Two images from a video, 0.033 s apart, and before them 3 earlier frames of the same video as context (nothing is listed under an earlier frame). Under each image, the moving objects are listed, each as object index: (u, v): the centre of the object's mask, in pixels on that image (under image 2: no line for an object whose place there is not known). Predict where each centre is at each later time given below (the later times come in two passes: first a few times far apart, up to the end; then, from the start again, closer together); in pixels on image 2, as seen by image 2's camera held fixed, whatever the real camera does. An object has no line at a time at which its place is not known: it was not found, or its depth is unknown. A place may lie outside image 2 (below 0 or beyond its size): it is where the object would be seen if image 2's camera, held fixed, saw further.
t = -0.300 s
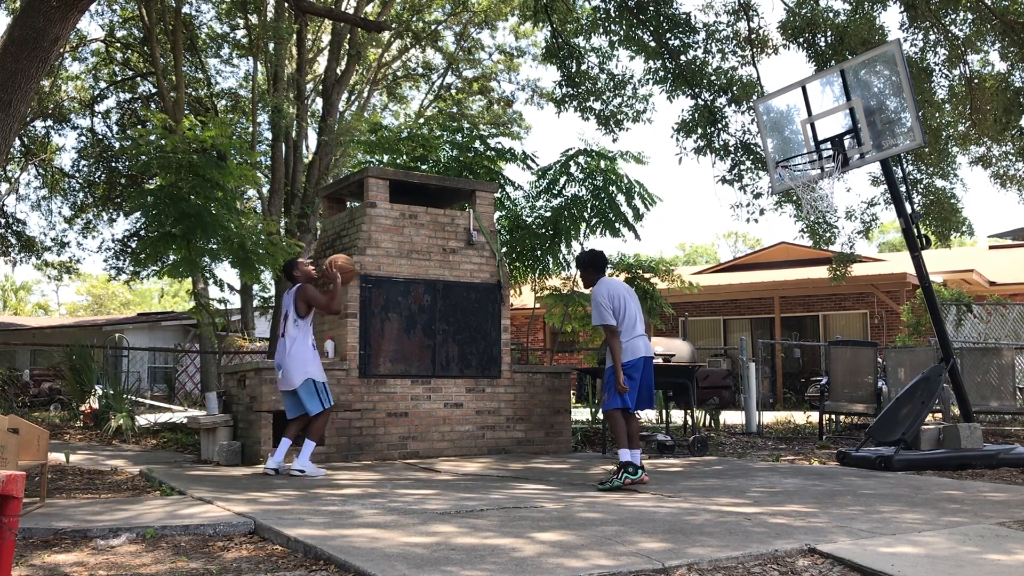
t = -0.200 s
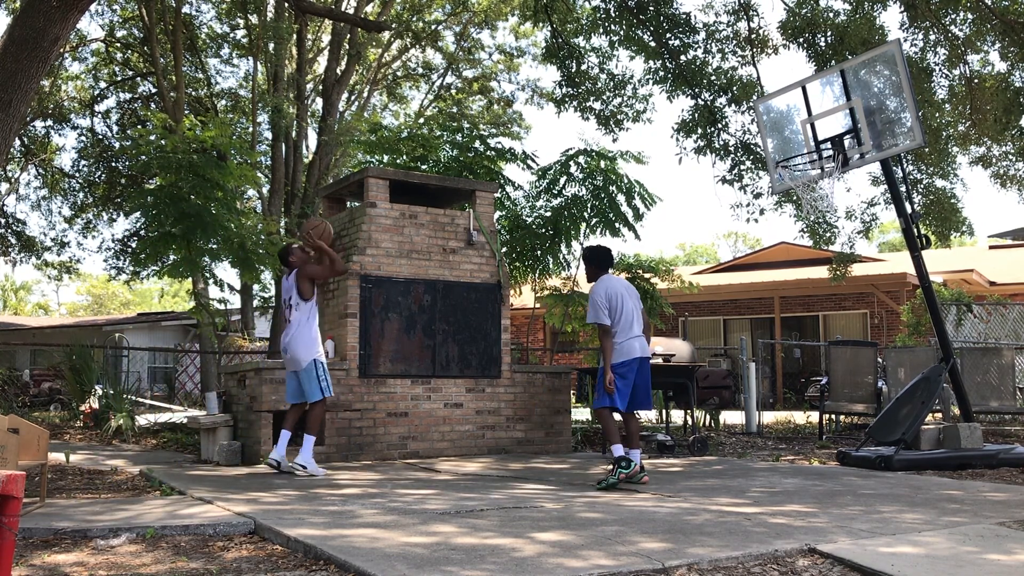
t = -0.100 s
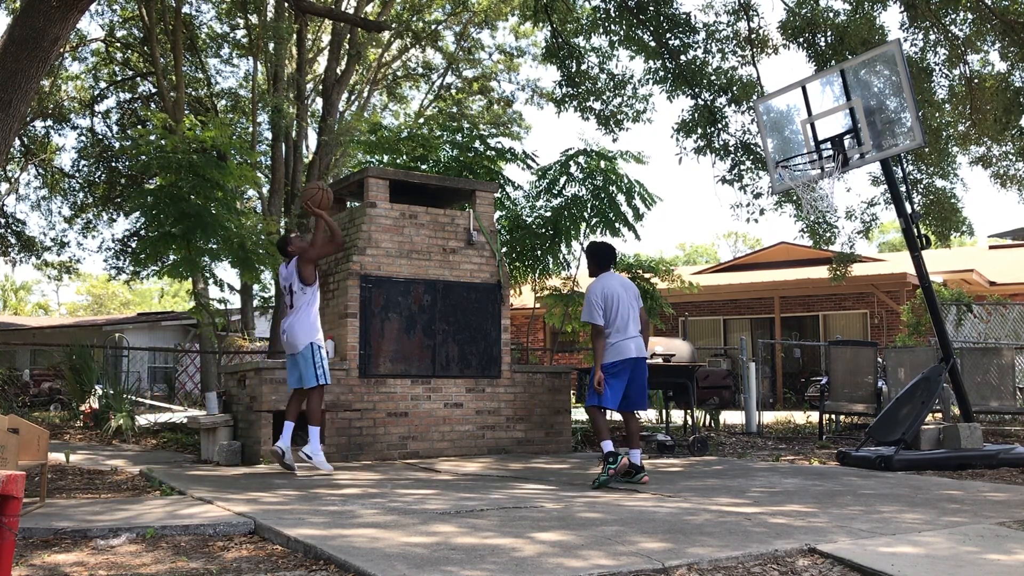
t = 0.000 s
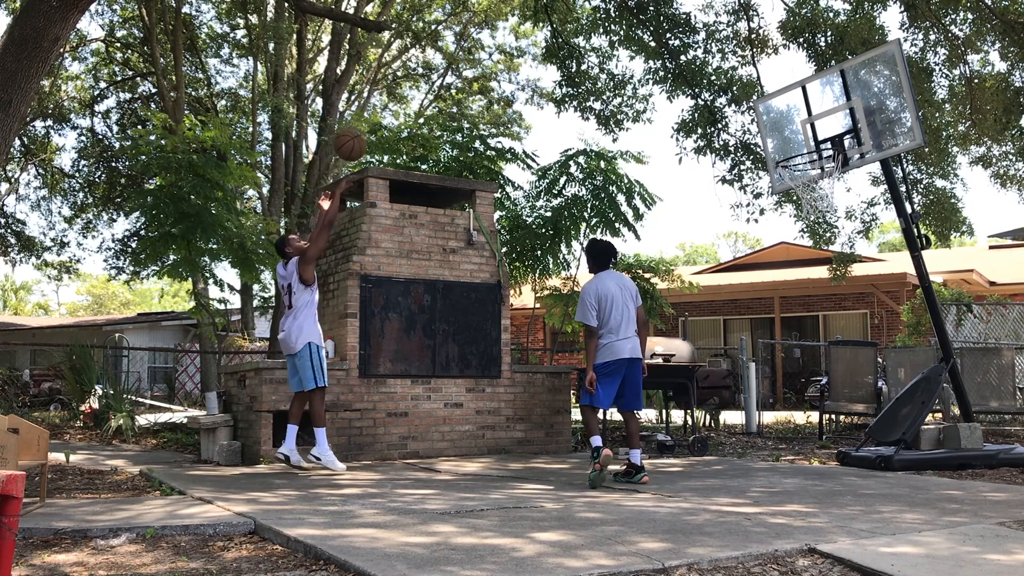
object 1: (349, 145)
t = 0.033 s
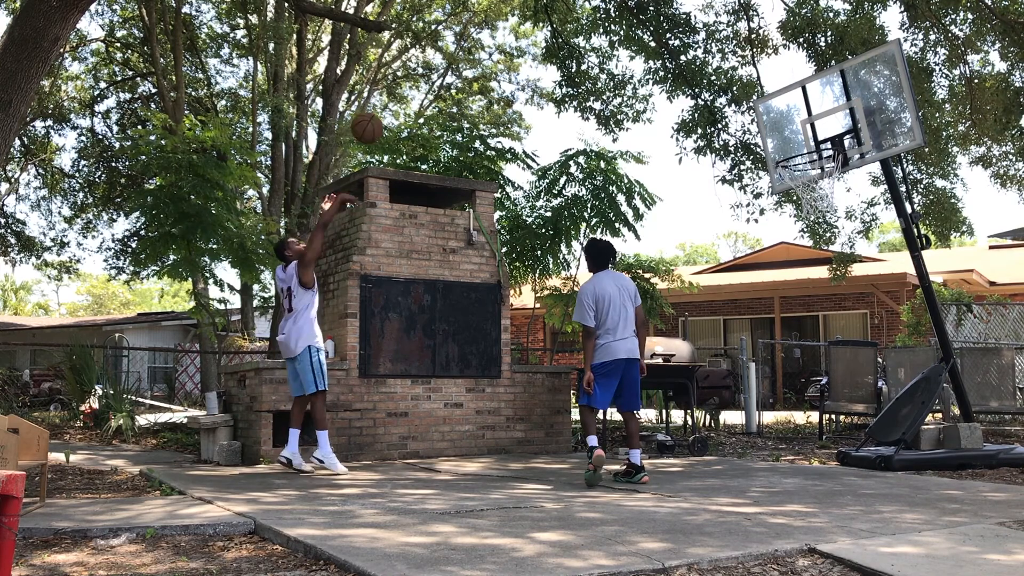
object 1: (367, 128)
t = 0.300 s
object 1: (503, 42)
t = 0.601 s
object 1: (655, 50)
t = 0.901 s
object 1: (807, 169)
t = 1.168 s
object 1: (885, 288)
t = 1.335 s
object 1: (930, 399)
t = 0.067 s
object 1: (384, 113)
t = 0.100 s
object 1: (401, 98)
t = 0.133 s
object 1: (418, 85)
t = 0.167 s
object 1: (436, 73)
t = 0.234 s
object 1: (469, 55)
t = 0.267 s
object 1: (486, 48)
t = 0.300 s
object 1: (503, 42)
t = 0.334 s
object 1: (520, 37)
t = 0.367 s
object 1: (537, 33)
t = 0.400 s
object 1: (554, 32)
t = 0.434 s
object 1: (570, 32)
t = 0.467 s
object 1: (588, 32)
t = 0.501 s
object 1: (604, 34)
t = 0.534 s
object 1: (620, 37)
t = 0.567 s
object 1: (637, 43)
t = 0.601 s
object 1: (655, 50)
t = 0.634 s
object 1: (671, 57)
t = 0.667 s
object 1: (687, 66)
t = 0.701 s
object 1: (704, 78)
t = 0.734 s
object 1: (720, 90)
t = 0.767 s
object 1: (738, 102)
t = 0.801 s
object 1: (755, 117)
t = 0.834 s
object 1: (772, 133)
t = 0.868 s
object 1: (789, 151)
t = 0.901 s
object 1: (807, 169)
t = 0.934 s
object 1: (823, 189)
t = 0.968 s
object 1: (830, 205)
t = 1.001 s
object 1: (841, 212)
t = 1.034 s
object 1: (850, 225)
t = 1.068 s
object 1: (859, 238)
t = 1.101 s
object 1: (868, 253)
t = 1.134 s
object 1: (876, 270)
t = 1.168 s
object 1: (885, 288)
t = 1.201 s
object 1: (894, 307)
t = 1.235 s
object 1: (903, 329)
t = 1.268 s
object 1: (912, 351)
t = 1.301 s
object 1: (922, 375)
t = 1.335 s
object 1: (930, 399)
